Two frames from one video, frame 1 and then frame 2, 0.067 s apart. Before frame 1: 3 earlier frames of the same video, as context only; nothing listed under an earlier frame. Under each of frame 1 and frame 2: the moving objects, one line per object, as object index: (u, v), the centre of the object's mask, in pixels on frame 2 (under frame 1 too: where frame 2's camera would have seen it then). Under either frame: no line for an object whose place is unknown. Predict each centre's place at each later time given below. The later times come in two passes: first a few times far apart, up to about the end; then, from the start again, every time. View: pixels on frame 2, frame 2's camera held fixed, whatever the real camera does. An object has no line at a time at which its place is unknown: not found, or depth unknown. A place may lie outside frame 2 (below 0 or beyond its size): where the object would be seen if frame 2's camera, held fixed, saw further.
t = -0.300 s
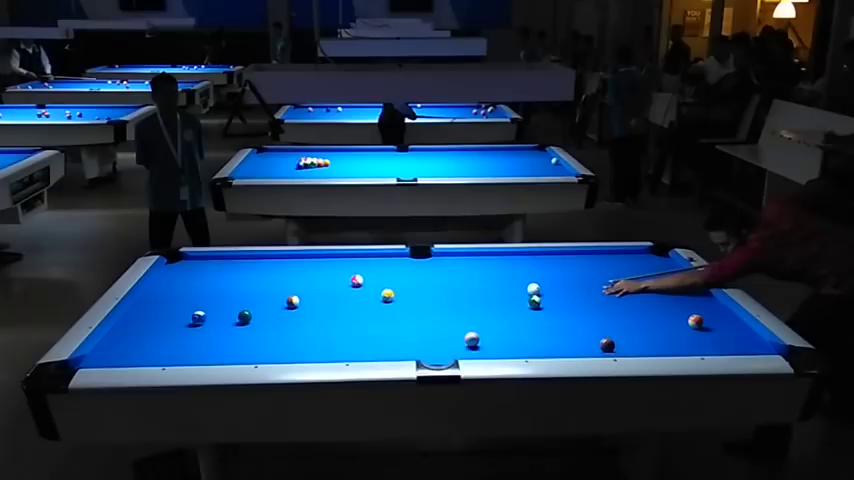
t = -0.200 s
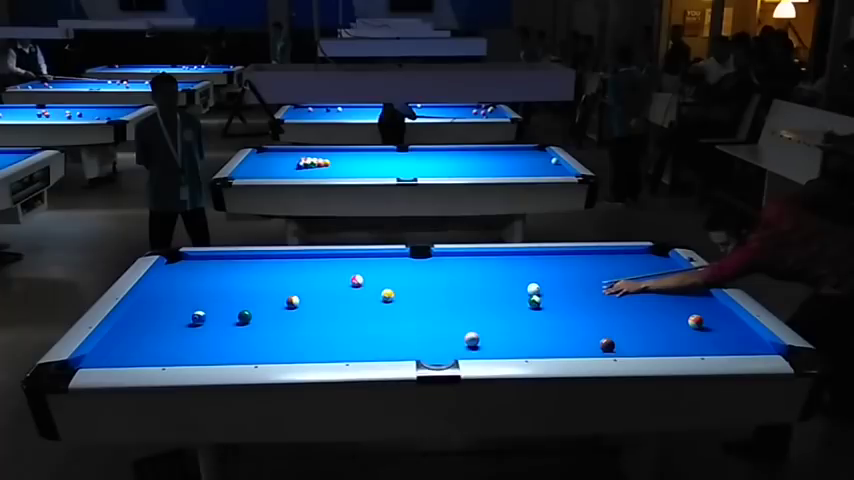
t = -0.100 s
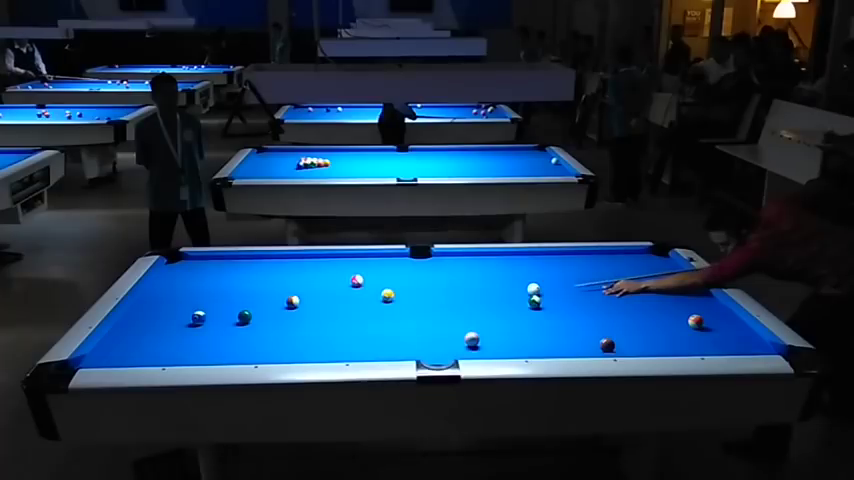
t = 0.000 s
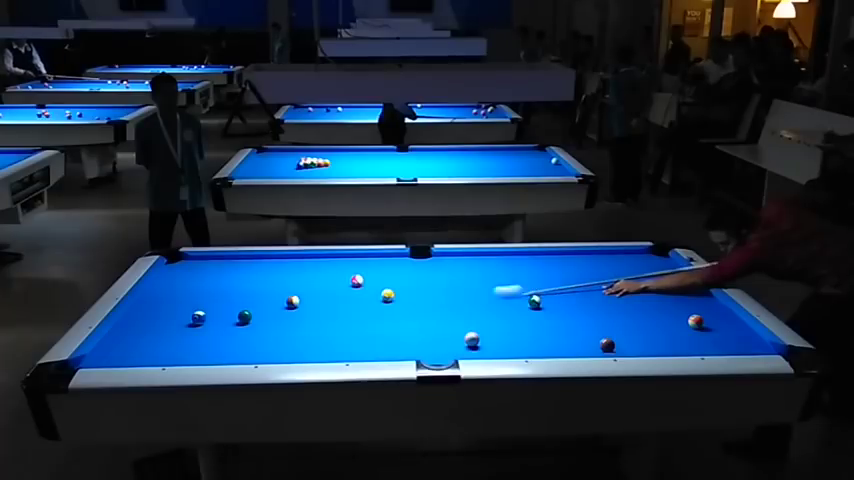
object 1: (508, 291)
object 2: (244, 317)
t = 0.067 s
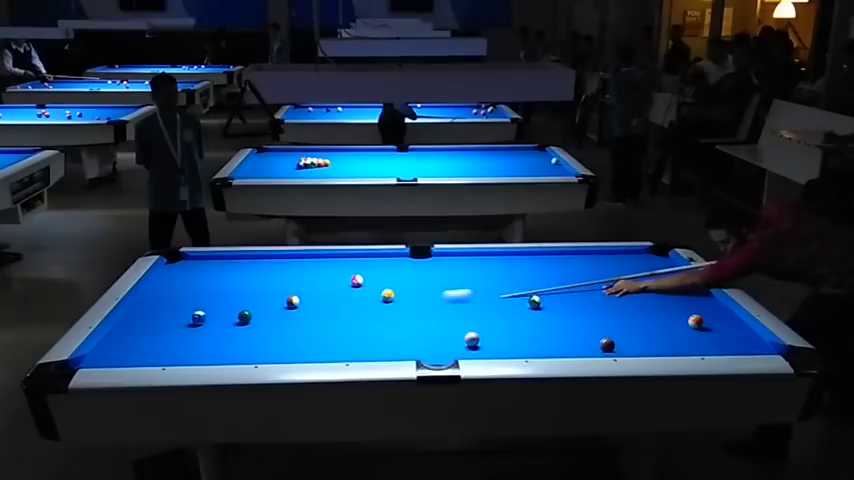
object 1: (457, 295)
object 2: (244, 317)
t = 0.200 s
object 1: (357, 302)
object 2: (244, 317)
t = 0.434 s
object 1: (233, 306)
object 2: (207, 330)
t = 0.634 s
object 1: (194, 293)
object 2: (124, 358)
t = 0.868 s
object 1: (157, 281)
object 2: (112, 346)
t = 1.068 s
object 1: (182, 275)
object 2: (139, 334)
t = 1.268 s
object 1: (203, 270)
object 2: (164, 322)
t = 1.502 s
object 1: (227, 265)
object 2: (190, 311)
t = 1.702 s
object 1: (246, 260)
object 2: (211, 302)
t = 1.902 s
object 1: (262, 257)
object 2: (230, 294)
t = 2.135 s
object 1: (277, 259)
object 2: (250, 285)
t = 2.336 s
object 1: (288, 261)
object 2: (266, 278)
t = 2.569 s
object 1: (302, 264)
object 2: (282, 270)
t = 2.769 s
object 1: (313, 266)
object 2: (296, 265)
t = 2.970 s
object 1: (324, 268)
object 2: (308, 260)
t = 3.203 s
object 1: (336, 270)
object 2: (320, 258)
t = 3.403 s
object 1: (346, 272)
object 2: (330, 260)
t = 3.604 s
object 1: (355, 271)
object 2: (339, 263)
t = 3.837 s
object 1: (367, 275)
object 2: (349, 264)
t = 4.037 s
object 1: (375, 277)
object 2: (357, 267)
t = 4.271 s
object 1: (384, 280)
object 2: (366, 269)
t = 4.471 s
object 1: (391, 281)
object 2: (374, 271)
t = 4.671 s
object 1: (398, 282)
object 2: (380, 273)
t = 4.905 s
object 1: (405, 284)
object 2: (389, 275)
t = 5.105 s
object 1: (411, 286)
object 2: (394, 277)
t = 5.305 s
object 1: (416, 287)
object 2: (401, 279)
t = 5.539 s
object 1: (421, 288)
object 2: (406, 280)
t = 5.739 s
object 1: (425, 289)
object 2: (411, 281)
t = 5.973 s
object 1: (429, 291)
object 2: (416, 283)
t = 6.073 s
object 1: (430, 291)
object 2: (418, 284)
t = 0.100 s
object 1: (432, 297)
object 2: (244, 317)
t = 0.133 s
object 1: (409, 299)
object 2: (244, 317)
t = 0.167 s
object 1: (382, 301)
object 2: (244, 317)
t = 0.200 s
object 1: (357, 302)
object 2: (244, 317)
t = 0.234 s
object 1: (334, 304)
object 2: (244, 317)
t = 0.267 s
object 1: (311, 306)
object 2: (244, 317)
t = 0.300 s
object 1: (287, 308)
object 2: (244, 317)
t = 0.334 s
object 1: (264, 311)
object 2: (244, 317)
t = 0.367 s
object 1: (250, 310)
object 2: (235, 321)
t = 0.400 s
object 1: (241, 308)
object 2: (221, 326)
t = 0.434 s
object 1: (233, 306)
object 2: (207, 330)
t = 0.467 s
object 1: (225, 303)
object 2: (193, 335)
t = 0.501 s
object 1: (218, 301)
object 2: (178, 342)
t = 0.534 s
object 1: (212, 298)
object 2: (165, 347)
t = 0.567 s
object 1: (206, 296)
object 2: (150, 352)
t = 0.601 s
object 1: (200, 295)
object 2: (137, 356)
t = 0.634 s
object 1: (194, 293)
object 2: (124, 358)
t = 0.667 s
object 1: (189, 291)
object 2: (114, 358)
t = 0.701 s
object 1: (183, 289)
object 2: (110, 357)
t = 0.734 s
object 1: (178, 288)
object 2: (107, 355)
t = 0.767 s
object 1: (172, 286)
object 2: (102, 353)
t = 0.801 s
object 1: (167, 284)
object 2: (100, 351)
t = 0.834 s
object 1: (162, 282)
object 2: (105, 349)
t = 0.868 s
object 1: (157, 281)
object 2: (112, 346)
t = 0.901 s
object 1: (161, 280)
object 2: (117, 344)
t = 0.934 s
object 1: (166, 279)
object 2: (122, 342)
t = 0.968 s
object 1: (170, 278)
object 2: (126, 340)
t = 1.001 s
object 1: (174, 277)
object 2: (130, 338)
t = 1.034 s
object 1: (178, 276)
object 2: (135, 336)
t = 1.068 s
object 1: (182, 275)
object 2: (139, 334)
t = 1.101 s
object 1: (185, 274)
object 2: (144, 332)
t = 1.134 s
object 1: (189, 273)
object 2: (148, 329)
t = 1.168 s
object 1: (193, 272)
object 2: (152, 328)
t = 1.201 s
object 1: (196, 272)
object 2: (156, 326)
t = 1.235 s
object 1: (199, 271)
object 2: (161, 324)
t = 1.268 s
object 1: (203, 270)
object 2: (164, 322)
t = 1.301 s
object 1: (207, 269)
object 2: (168, 321)
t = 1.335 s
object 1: (210, 269)
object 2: (172, 319)
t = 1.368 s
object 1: (214, 268)
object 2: (176, 318)
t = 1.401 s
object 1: (217, 267)
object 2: (179, 316)
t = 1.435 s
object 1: (220, 266)
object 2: (183, 314)
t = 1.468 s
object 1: (223, 265)
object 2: (186, 312)
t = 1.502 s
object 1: (227, 265)
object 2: (190, 311)
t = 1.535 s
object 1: (229, 264)
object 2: (193, 308)
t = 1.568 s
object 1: (233, 263)
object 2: (198, 306)
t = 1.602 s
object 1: (236, 263)
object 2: (201, 305)
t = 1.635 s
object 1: (239, 262)
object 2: (205, 304)
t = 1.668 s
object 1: (242, 261)
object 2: (208, 303)
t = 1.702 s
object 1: (246, 260)
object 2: (211, 302)
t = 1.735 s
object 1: (248, 260)
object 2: (214, 300)
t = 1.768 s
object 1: (251, 259)
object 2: (218, 299)
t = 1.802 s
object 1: (254, 258)
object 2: (221, 298)
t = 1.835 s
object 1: (257, 258)
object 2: (224, 296)
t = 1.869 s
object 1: (260, 257)
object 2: (227, 295)
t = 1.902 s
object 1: (262, 257)
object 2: (230, 294)
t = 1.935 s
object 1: (264, 257)
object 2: (233, 292)
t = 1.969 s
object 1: (266, 257)
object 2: (236, 291)
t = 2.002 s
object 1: (269, 258)
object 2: (239, 290)
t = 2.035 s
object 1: (271, 258)
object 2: (242, 288)
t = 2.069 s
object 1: (272, 259)
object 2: (244, 287)
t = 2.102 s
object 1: (275, 259)
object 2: (247, 286)
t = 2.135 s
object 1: (277, 259)
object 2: (250, 285)
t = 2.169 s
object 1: (279, 260)
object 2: (253, 283)
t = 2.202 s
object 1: (280, 260)
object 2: (255, 282)
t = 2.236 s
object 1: (282, 260)
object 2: (258, 281)
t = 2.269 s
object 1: (285, 261)
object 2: (261, 280)
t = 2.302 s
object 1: (286, 261)
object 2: (263, 279)
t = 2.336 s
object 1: (288, 261)
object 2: (266, 278)
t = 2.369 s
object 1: (291, 262)
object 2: (268, 277)
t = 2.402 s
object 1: (293, 262)
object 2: (271, 275)
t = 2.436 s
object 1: (294, 262)
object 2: (273, 275)
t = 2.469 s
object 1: (296, 263)
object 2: (275, 273)
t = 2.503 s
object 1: (298, 263)
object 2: (278, 273)
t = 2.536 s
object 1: (300, 263)
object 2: (281, 271)
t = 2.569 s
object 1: (302, 264)
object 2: (282, 270)
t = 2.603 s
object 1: (304, 264)
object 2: (285, 269)
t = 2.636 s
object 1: (306, 264)
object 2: (287, 268)
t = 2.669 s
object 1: (308, 265)
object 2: (289, 267)
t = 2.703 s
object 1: (310, 265)
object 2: (291, 267)
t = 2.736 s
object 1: (311, 265)
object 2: (294, 265)
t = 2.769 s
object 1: (313, 266)
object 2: (296, 265)
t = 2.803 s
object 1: (315, 266)
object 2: (298, 264)
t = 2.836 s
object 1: (317, 267)
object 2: (301, 263)
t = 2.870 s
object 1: (319, 267)
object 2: (302, 262)
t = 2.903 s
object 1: (321, 267)
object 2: (304, 261)
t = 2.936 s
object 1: (322, 267)
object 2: (307, 260)
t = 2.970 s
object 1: (324, 268)
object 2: (308, 260)
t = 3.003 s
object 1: (326, 268)
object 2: (310, 259)
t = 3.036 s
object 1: (328, 269)
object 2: (312, 258)
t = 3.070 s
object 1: (329, 269)
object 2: (315, 257)
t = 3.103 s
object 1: (331, 269)
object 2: (316, 257)
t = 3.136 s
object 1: (333, 270)
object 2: (317, 258)
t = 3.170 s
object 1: (335, 270)
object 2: (319, 258)
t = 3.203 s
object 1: (336, 270)
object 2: (320, 258)
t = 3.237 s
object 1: (338, 270)
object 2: (322, 259)
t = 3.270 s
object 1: (340, 271)
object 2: (324, 259)
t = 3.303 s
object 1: (341, 271)
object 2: (325, 259)
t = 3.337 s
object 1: (343, 271)
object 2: (327, 259)
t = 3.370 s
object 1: (344, 272)
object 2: (328, 259)
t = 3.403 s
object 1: (346, 272)
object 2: (330, 260)
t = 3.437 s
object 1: (348, 272)
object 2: (332, 261)
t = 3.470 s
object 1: (349, 272)
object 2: (334, 261)
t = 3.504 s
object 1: (350, 272)
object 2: (335, 261)
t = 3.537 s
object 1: (352, 272)
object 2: (336, 262)
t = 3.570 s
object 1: (353, 272)
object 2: (338, 262)
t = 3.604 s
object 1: (355, 271)
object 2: (339, 263)
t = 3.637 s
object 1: (357, 272)
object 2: (341, 263)
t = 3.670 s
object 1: (359, 272)
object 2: (342, 263)
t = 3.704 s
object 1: (361, 273)
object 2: (344, 263)
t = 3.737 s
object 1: (363, 274)
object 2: (345, 264)
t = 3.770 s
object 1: (364, 274)
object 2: (346, 264)
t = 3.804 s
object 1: (365, 275)
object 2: (348, 264)
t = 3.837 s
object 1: (367, 275)
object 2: (349, 264)
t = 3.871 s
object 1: (368, 276)
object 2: (351, 265)
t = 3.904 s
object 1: (370, 276)
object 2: (352, 265)
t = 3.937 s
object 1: (370, 277)
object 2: (353, 266)
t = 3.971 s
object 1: (372, 277)
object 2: (355, 266)
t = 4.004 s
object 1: (373, 277)
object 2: (356, 267)
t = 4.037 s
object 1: (375, 277)
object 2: (357, 267)
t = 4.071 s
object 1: (376, 278)
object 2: (358, 267)
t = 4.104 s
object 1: (377, 278)
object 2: (360, 268)
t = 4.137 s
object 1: (379, 278)
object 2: (361, 268)
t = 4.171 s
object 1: (380, 279)
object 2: (363, 268)
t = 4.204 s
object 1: (381, 279)
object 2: (364, 269)
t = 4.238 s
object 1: (383, 279)
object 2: (365, 269)
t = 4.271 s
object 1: (384, 280)
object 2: (366, 269)
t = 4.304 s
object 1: (385, 280)
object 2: (367, 270)
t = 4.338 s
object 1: (386, 280)
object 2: (369, 270)
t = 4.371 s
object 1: (387, 280)
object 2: (370, 270)
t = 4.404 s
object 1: (389, 280)
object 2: (371, 270)
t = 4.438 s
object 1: (390, 281)
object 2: (373, 271)
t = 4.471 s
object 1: (391, 281)
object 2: (374, 271)
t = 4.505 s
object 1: (393, 281)
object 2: (375, 272)
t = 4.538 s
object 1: (394, 281)
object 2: (376, 272)
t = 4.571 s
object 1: (395, 282)
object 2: (377, 272)
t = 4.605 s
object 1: (396, 282)
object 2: (378, 273)
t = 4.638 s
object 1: (397, 282)
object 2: (380, 273)
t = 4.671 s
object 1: (398, 282)
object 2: (380, 273)
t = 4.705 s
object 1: (399, 283)
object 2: (382, 274)
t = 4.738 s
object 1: (400, 283)
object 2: (383, 274)
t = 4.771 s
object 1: (401, 283)
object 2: (384, 274)
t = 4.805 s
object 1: (402, 284)
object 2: (385, 274)
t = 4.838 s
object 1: (403, 284)
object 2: (386, 275)
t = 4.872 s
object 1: (404, 284)
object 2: (388, 275)
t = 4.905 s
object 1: (405, 284)
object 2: (389, 275)
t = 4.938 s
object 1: (406, 285)
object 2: (390, 276)
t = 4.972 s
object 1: (407, 285)
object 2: (390, 276)
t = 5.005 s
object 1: (408, 285)
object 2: (391, 276)
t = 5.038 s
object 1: (409, 285)
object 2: (392, 276)
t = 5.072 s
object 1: (410, 285)
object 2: (394, 277)
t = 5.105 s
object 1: (411, 286)
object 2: (394, 277)
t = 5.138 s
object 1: (412, 286)
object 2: (396, 277)
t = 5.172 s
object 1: (413, 286)
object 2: (396, 277)
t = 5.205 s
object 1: (413, 287)
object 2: (397, 278)
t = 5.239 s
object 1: (414, 287)
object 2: (399, 278)
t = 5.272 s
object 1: (415, 287)
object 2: (400, 278)
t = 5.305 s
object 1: (416, 287)
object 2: (401, 279)
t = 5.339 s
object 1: (417, 287)
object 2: (401, 279)
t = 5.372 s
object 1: (417, 288)
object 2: (402, 279)
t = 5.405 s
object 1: (418, 288)
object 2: (403, 279)
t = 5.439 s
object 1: (419, 288)
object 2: (404, 280)
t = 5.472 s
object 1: (420, 288)
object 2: (405, 280)
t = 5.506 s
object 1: (420, 288)
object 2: (405, 280)
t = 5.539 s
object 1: (421, 288)
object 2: (406, 280)
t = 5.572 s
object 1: (422, 288)
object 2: (407, 280)
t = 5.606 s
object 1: (423, 289)
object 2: (408, 281)
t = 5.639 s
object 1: (423, 289)
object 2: (409, 281)
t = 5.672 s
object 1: (424, 289)
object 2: (409, 281)
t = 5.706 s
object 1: (424, 289)
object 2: (410, 281)
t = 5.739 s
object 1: (425, 289)
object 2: (411, 281)
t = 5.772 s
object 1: (425, 290)
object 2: (412, 282)
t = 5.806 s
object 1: (426, 290)
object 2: (412, 282)
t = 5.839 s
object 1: (426, 290)
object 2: (413, 282)
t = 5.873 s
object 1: (427, 290)
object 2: (414, 283)
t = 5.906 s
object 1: (428, 291)
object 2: (414, 283)
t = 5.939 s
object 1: (428, 291)
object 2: (415, 283)
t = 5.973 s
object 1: (429, 291)
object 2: (416, 283)
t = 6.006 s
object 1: (429, 291)
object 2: (416, 284)
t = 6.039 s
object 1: (430, 291)
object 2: (417, 284)
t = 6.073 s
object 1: (430, 291)
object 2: (418, 284)
